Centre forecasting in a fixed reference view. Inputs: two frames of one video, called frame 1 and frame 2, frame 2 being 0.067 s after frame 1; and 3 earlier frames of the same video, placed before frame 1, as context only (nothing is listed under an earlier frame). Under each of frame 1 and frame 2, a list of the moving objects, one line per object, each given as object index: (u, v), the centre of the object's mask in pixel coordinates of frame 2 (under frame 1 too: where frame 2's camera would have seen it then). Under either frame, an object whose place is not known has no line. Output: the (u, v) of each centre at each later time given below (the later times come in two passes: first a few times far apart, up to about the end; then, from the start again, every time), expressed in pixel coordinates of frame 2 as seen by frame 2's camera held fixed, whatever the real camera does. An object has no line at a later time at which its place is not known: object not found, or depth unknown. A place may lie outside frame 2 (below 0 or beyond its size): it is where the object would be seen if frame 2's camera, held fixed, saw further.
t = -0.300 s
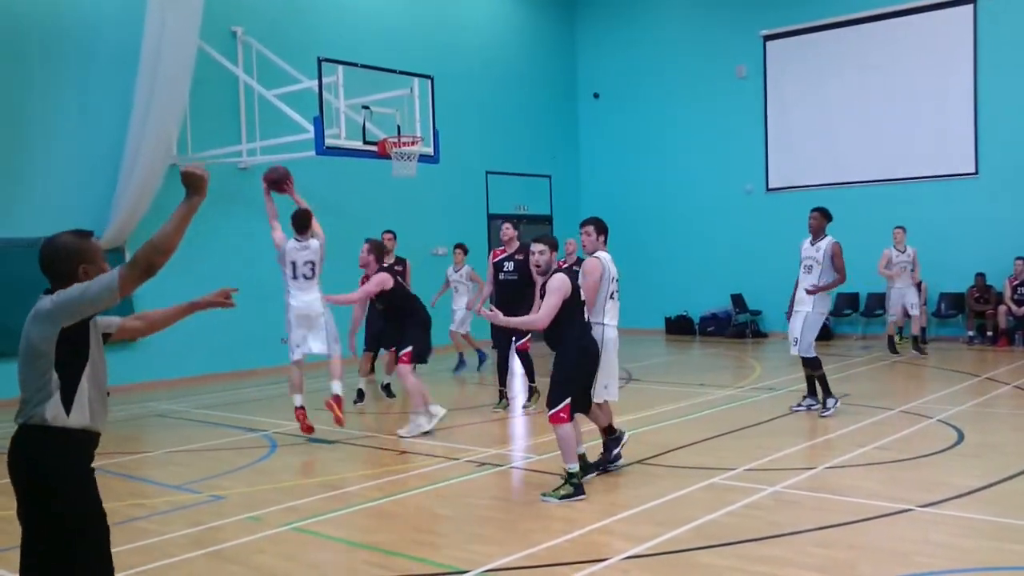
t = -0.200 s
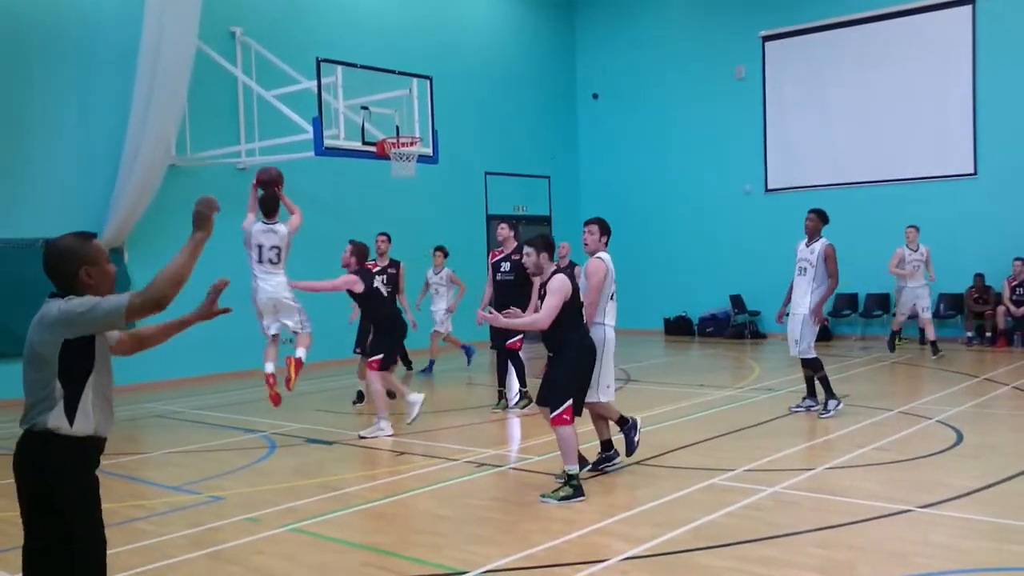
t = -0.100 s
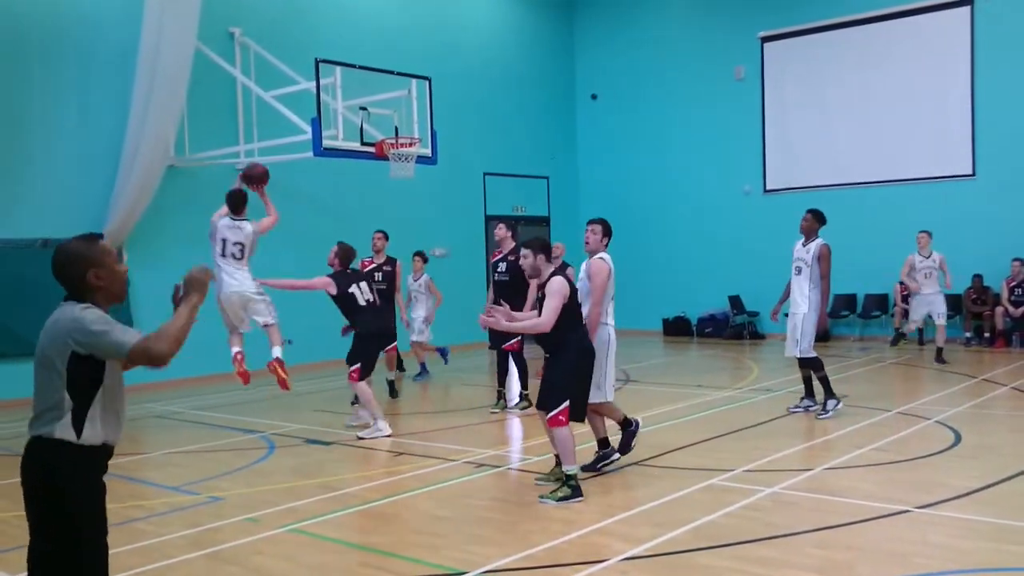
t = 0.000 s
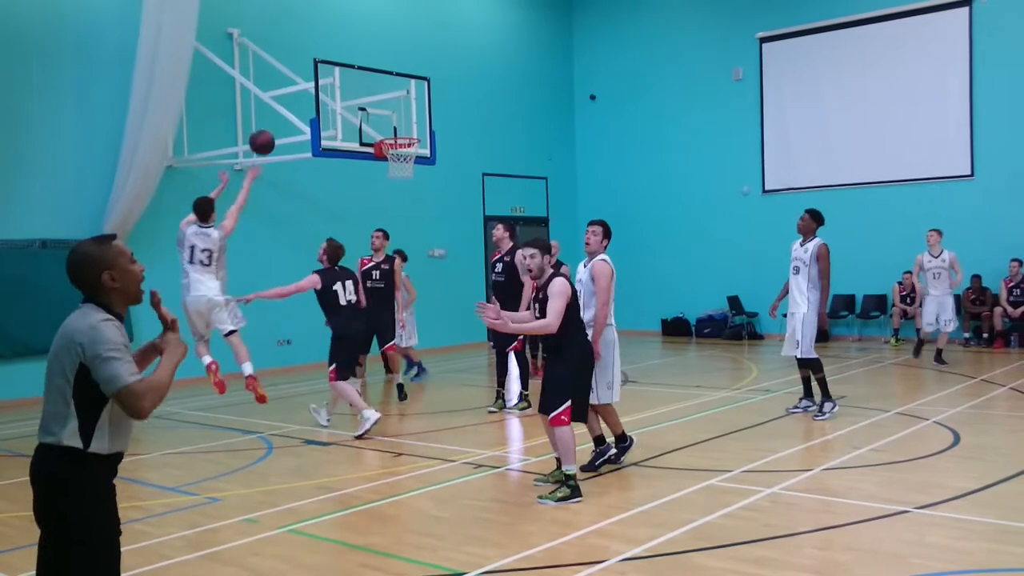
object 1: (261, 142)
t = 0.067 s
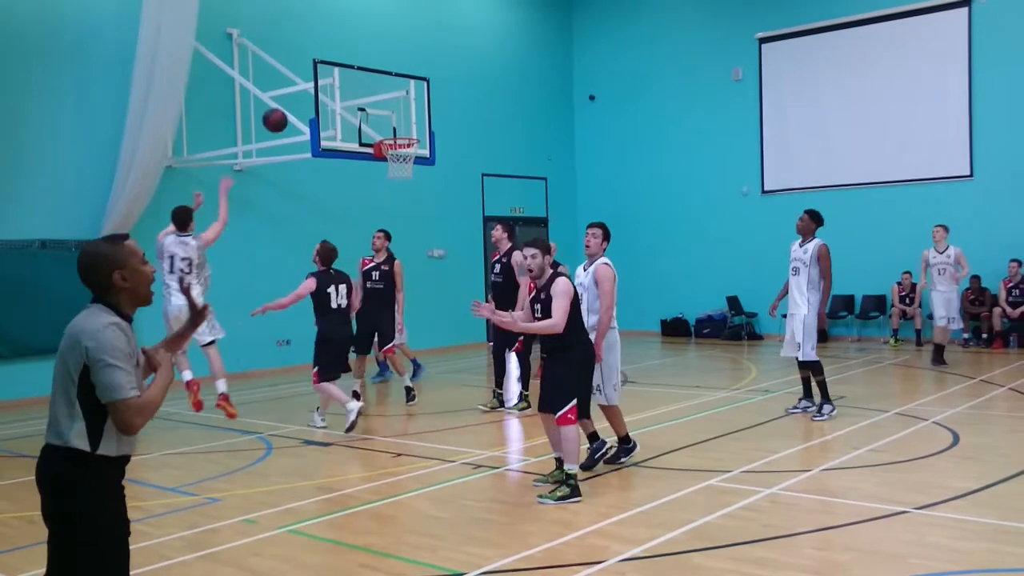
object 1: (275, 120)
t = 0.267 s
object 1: (313, 84)
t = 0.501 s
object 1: (353, 92)
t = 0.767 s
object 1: (393, 124)
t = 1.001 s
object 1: (426, 120)
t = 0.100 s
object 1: (282, 111)
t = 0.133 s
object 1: (288, 102)
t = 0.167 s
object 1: (295, 96)
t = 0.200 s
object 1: (301, 91)
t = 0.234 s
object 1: (307, 87)
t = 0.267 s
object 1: (313, 84)
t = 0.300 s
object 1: (319, 81)
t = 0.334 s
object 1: (325, 81)
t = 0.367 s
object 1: (331, 81)
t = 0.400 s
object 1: (337, 83)
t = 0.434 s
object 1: (342, 85)
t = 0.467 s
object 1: (348, 88)
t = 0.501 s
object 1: (353, 92)
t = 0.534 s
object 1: (359, 97)
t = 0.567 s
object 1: (364, 103)
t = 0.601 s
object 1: (369, 110)
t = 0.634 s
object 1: (374, 117)
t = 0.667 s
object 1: (379, 125)
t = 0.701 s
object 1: (384, 131)
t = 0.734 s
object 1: (389, 128)
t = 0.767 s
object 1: (393, 124)
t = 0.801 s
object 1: (398, 120)
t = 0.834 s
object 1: (403, 118)
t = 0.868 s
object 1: (407, 116)
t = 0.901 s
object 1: (412, 116)
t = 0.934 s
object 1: (416, 116)
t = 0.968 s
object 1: (421, 118)
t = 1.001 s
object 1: (426, 120)
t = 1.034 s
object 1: (430, 123)
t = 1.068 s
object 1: (435, 126)
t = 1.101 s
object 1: (440, 131)
